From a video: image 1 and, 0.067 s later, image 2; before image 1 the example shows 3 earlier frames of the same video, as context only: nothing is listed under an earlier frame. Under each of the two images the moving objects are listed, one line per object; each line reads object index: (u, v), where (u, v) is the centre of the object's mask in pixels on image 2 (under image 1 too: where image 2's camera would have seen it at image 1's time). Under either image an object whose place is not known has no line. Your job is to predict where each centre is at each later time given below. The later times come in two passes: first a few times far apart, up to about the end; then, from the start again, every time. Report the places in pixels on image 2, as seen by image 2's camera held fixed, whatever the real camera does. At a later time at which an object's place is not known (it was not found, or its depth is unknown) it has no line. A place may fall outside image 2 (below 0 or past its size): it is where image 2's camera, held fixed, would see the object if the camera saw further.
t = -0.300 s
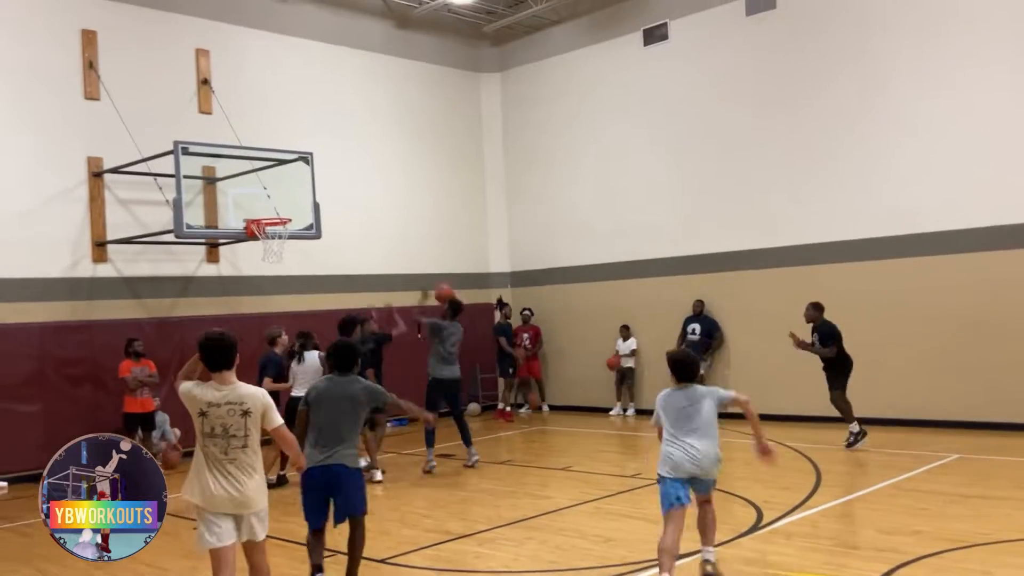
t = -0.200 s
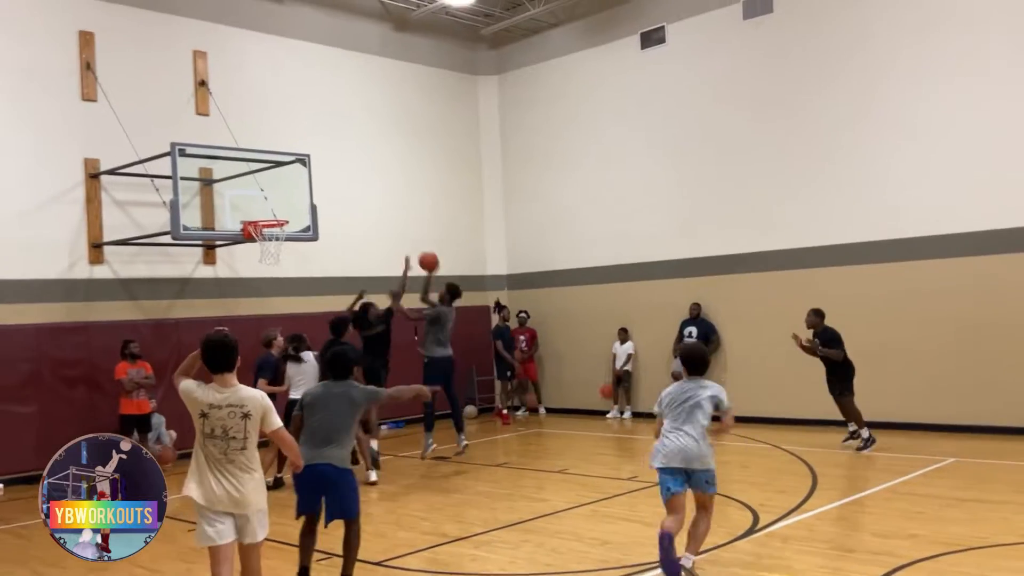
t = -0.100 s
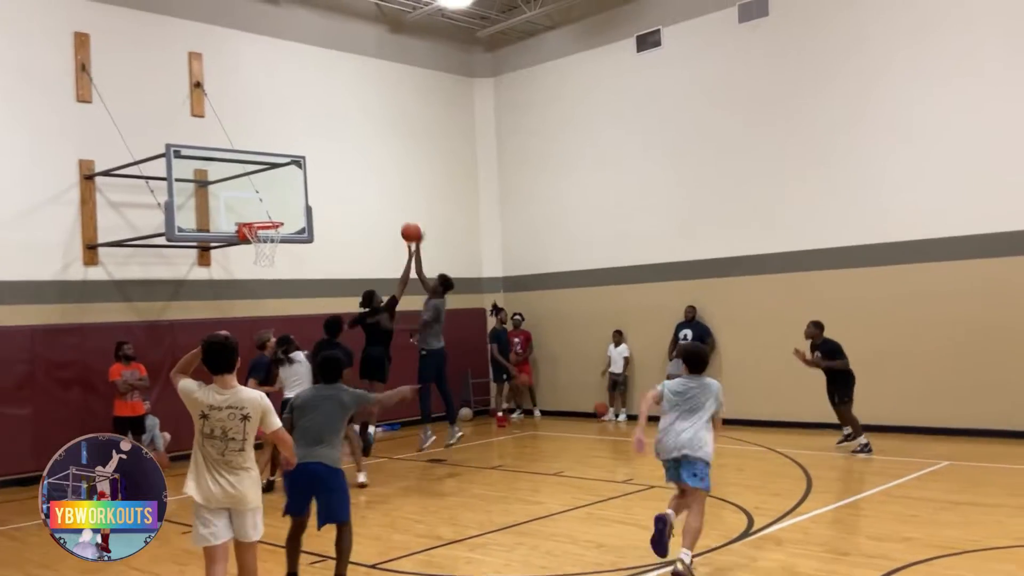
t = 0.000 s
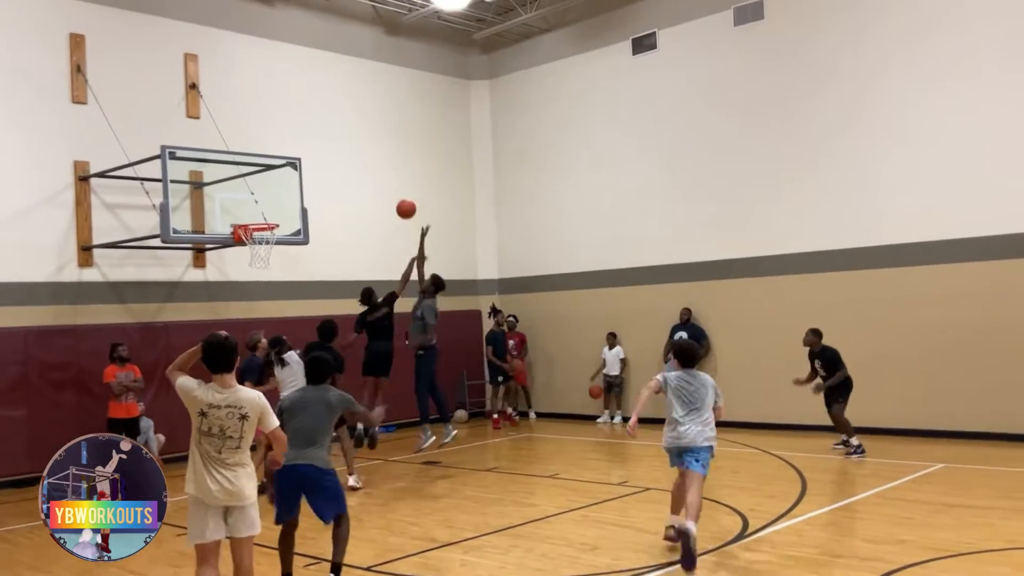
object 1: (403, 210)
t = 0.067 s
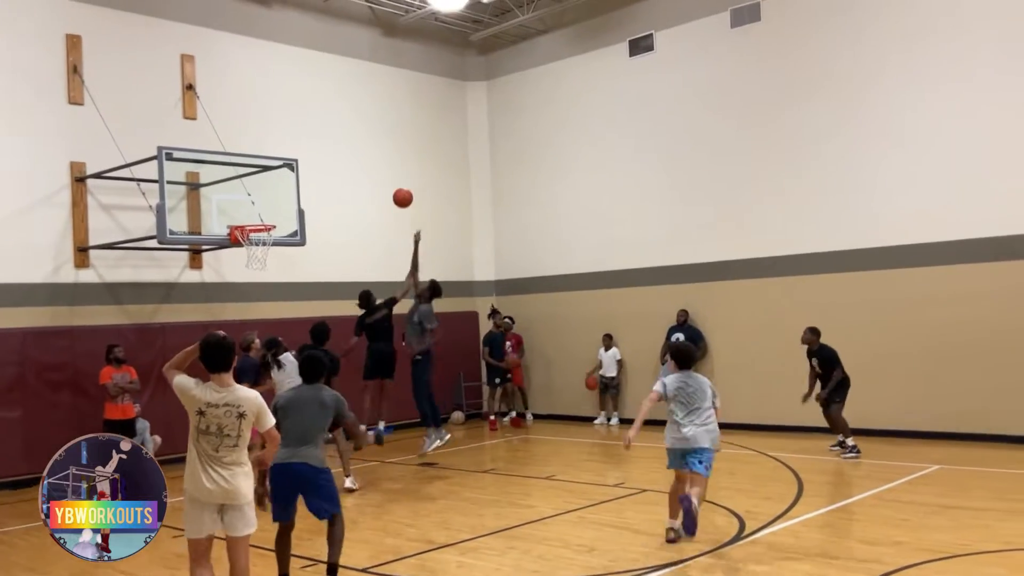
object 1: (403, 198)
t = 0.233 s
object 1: (403, 182)
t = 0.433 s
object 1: (404, 194)
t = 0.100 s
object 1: (402, 193)
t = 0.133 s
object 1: (402, 189)
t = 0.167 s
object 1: (402, 186)
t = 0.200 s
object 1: (403, 184)
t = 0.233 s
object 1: (403, 182)
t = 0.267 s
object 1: (403, 182)
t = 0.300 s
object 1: (403, 182)
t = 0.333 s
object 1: (403, 184)
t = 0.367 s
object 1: (404, 186)
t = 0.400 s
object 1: (404, 189)
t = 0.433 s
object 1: (404, 194)
